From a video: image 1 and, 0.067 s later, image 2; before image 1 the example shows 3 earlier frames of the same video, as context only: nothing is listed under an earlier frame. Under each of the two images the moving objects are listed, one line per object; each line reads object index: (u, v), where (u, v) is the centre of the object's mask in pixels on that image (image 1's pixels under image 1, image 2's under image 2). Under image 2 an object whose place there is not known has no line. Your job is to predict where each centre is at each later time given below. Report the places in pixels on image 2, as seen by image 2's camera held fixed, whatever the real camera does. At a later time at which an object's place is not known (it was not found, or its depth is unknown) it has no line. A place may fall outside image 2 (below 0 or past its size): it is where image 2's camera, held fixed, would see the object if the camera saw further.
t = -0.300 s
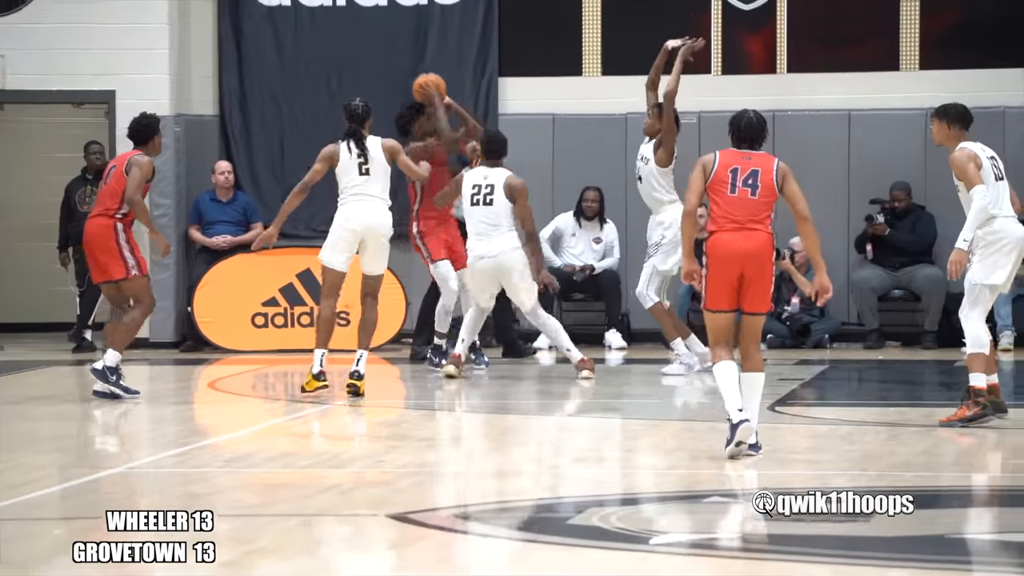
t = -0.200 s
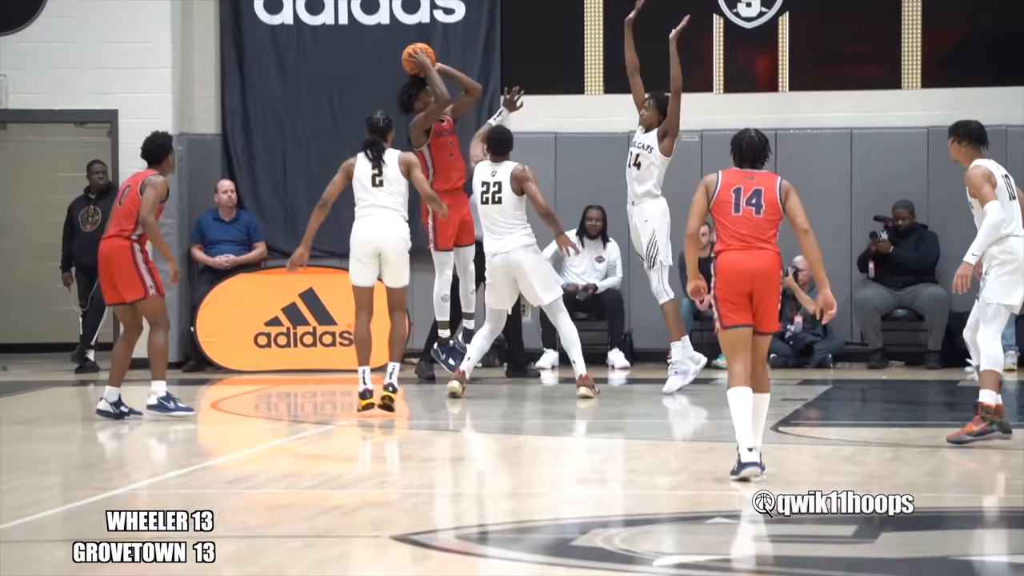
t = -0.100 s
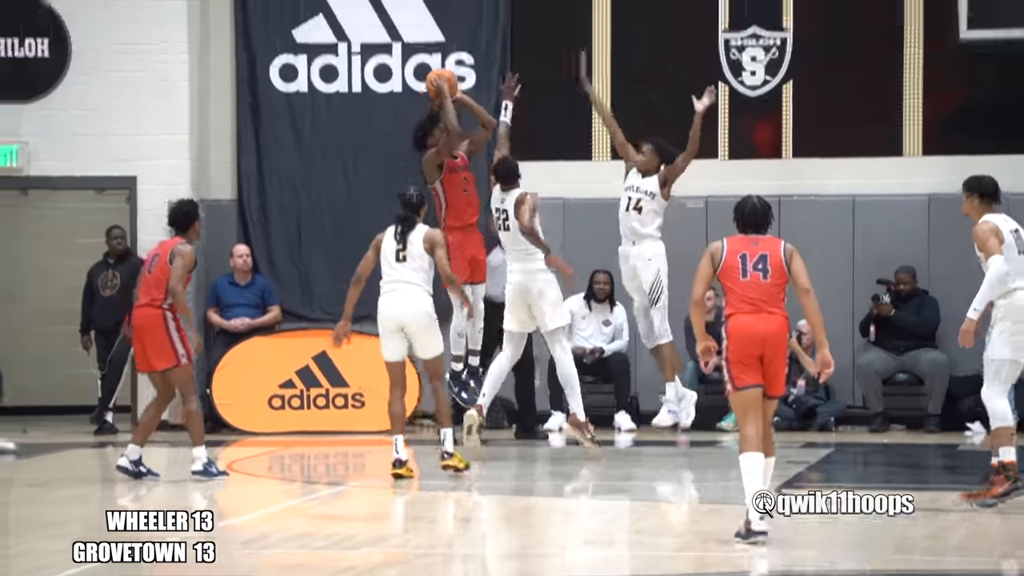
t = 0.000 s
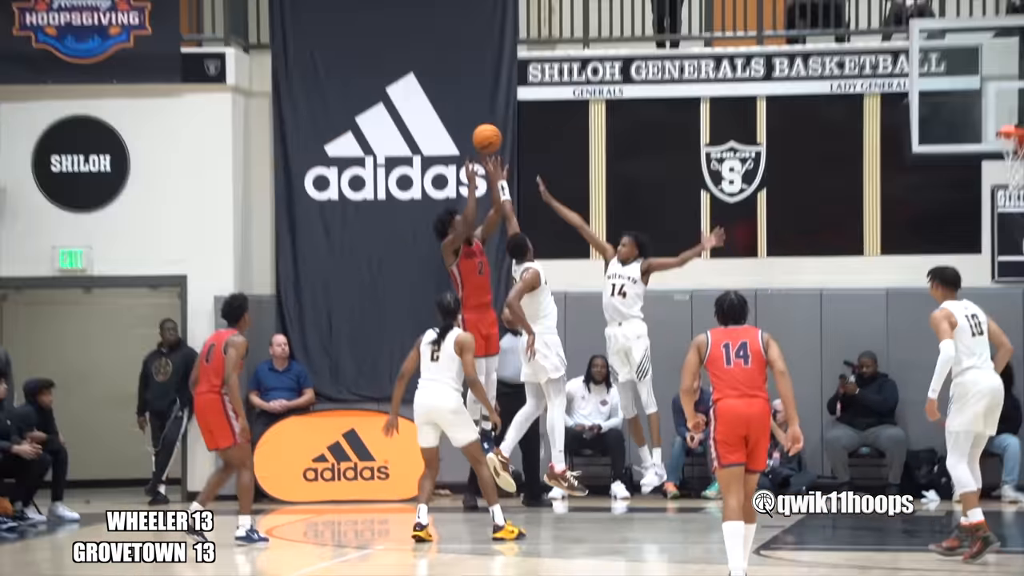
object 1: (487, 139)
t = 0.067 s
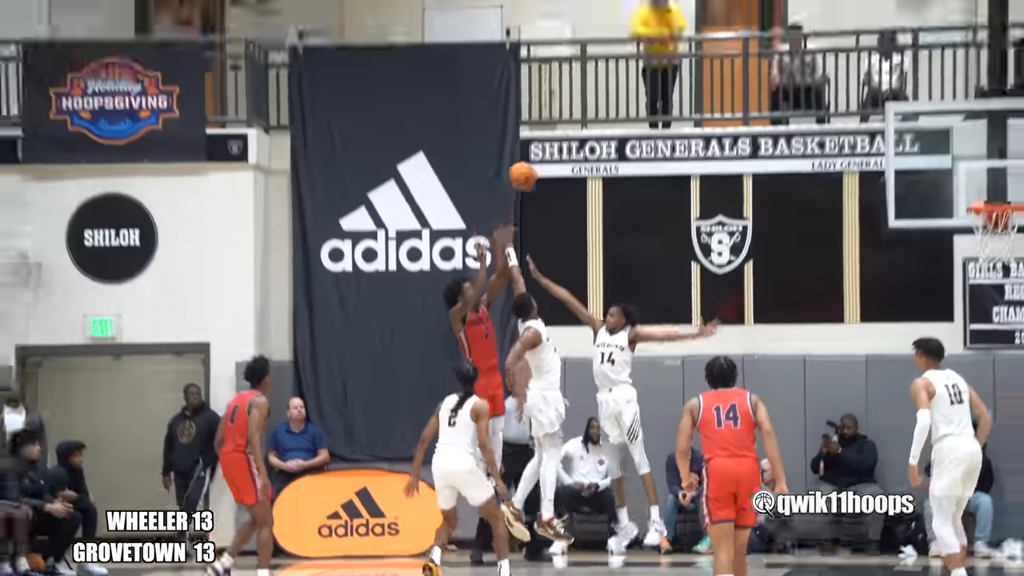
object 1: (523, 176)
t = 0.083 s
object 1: (530, 167)
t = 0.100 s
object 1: (538, 158)
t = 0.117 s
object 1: (547, 151)
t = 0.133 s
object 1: (554, 145)
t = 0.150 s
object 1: (562, 137)
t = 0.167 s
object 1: (569, 129)
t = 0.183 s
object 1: (578, 123)
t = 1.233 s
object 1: (1059, 157)
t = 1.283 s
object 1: (1078, 155)
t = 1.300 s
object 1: (1083, 155)
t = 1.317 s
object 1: (1089, 155)
